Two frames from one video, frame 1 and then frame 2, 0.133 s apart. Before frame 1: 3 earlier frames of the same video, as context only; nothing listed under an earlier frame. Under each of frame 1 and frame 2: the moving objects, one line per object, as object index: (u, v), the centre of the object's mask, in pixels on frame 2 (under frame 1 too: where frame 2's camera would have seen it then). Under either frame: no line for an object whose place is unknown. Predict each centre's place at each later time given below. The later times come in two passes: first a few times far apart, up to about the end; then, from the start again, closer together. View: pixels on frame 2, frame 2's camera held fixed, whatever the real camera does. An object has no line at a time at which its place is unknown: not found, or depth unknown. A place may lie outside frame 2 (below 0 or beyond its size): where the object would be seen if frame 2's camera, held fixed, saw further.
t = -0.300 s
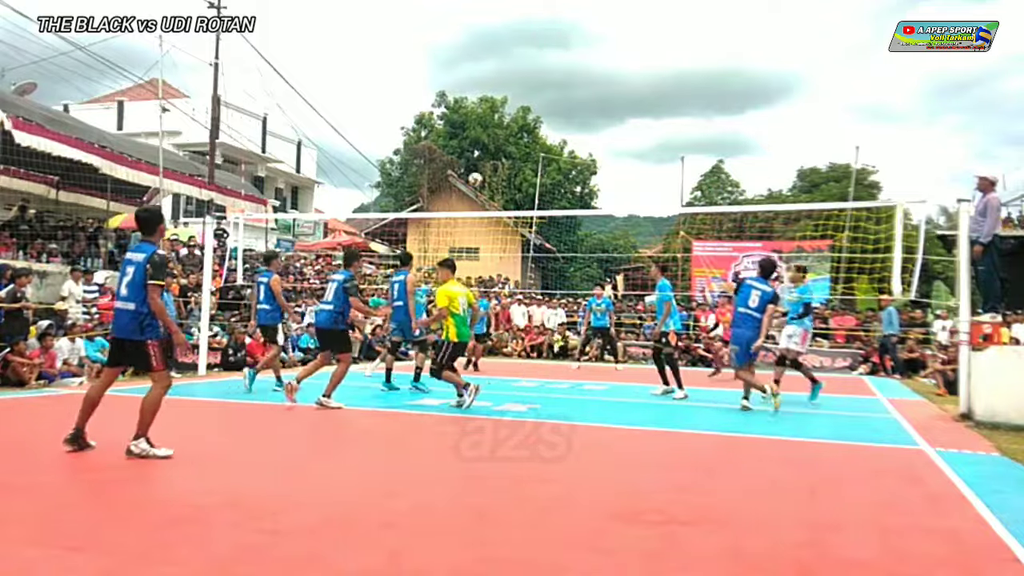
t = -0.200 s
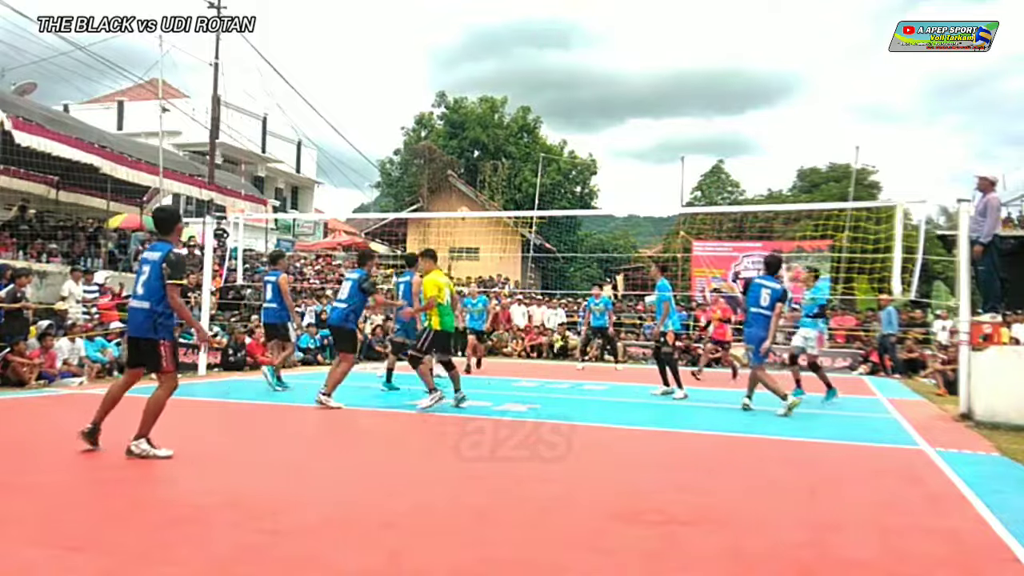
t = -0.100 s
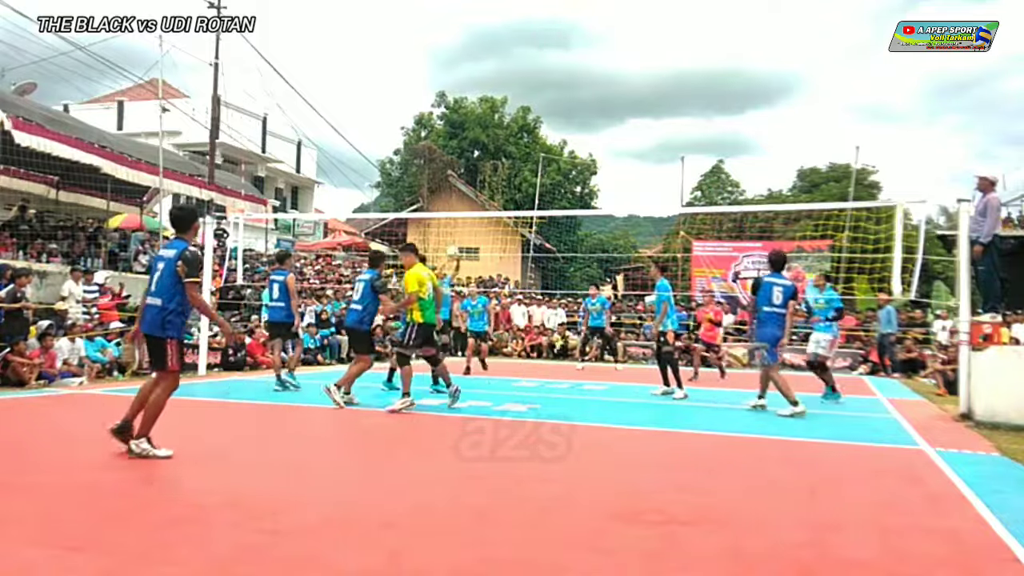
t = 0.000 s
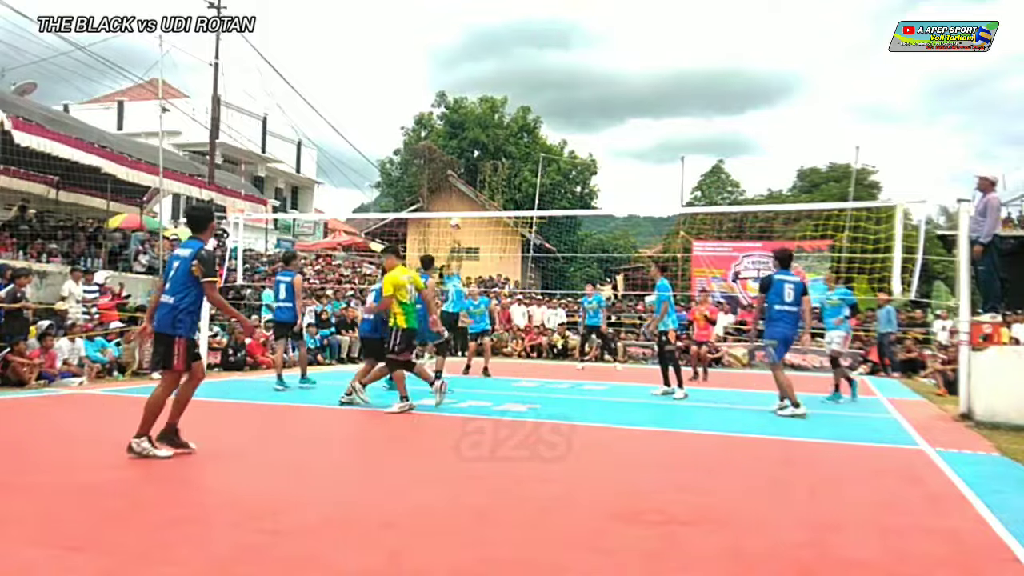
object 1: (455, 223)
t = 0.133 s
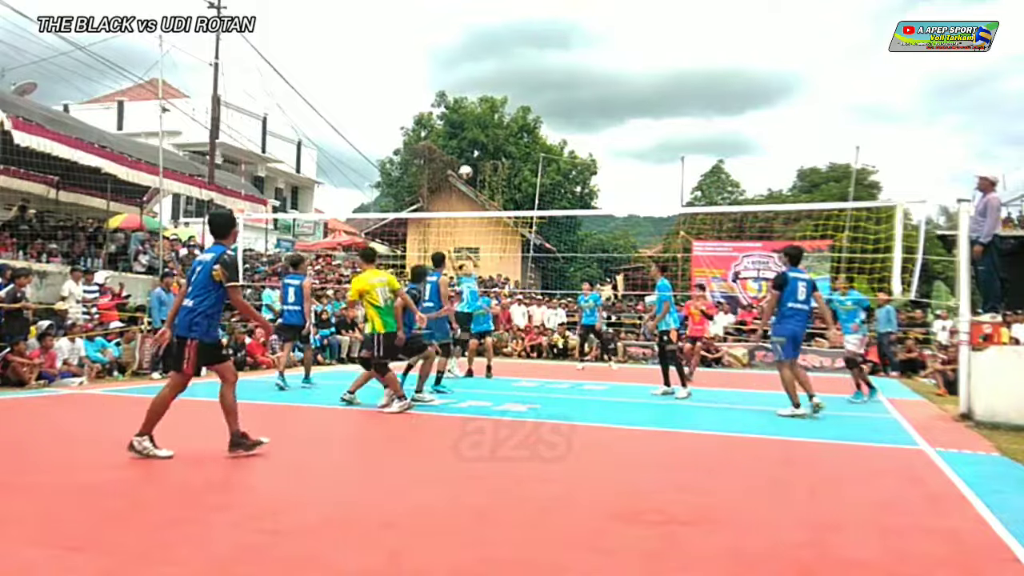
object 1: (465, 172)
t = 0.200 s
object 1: (471, 150)
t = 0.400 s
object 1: (482, 98)
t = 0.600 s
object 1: (499, 74)
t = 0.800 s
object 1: (514, 72)
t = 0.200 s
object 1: (471, 150)
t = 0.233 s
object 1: (473, 139)
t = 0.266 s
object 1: (475, 130)
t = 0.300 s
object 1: (478, 122)
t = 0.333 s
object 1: (480, 114)
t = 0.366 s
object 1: (482, 106)
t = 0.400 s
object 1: (482, 98)
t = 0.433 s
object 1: (486, 94)
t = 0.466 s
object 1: (490, 90)
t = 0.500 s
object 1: (492, 84)
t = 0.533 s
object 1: (494, 80)
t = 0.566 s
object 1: (497, 76)
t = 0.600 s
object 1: (499, 74)
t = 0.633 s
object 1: (501, 72)
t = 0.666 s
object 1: (504, 71)
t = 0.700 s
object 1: (506, 70)
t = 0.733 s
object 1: (509, 70)
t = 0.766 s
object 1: (511, 72)
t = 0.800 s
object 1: (514, 72)
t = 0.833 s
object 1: (516, 74)
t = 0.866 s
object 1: (518, 78)
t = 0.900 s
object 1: (520, 81)
